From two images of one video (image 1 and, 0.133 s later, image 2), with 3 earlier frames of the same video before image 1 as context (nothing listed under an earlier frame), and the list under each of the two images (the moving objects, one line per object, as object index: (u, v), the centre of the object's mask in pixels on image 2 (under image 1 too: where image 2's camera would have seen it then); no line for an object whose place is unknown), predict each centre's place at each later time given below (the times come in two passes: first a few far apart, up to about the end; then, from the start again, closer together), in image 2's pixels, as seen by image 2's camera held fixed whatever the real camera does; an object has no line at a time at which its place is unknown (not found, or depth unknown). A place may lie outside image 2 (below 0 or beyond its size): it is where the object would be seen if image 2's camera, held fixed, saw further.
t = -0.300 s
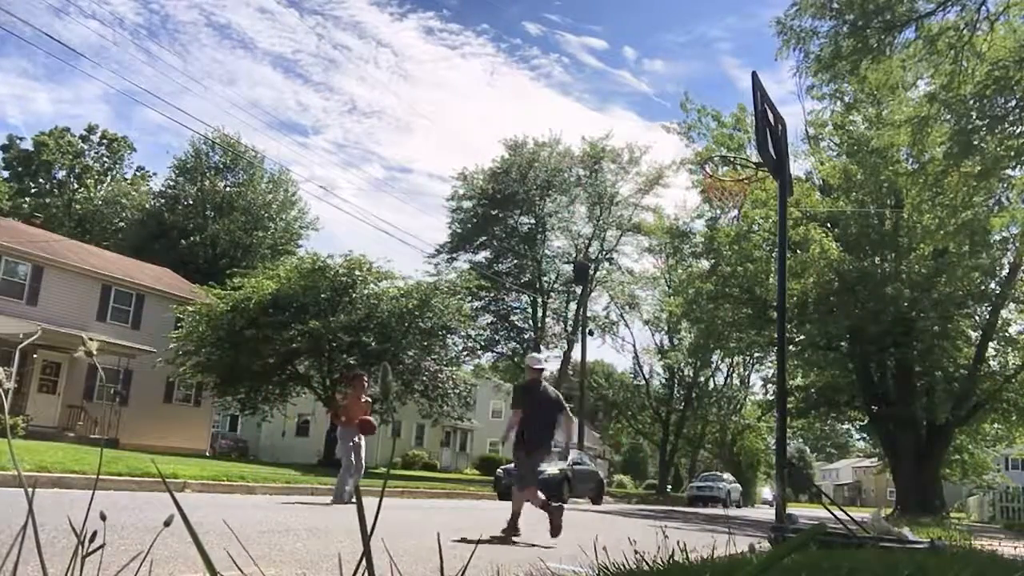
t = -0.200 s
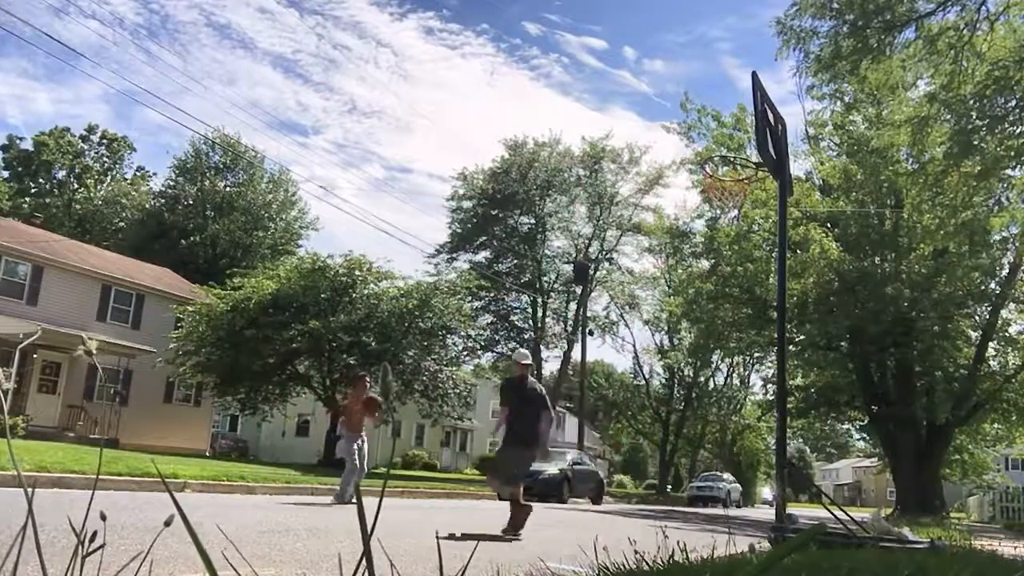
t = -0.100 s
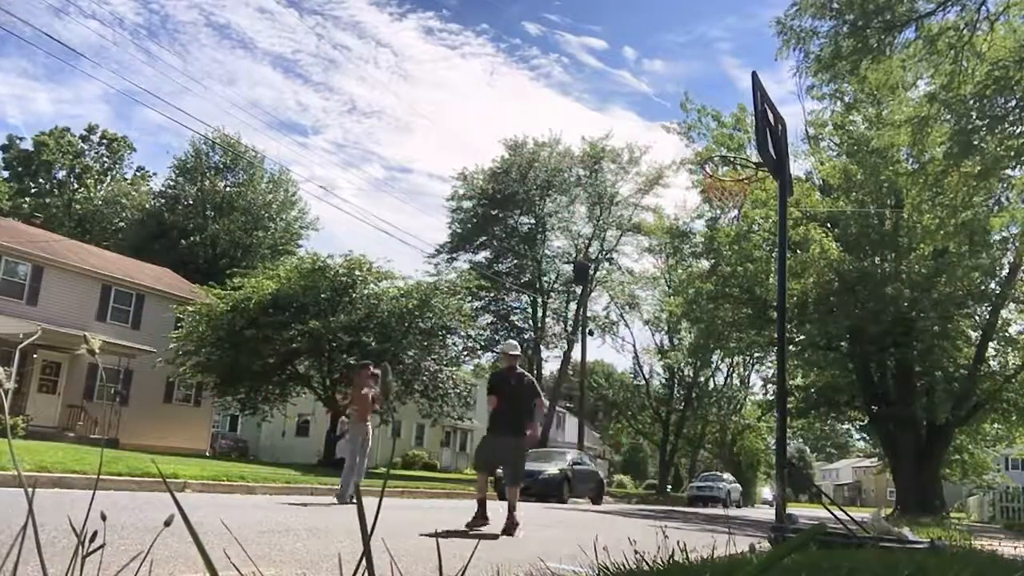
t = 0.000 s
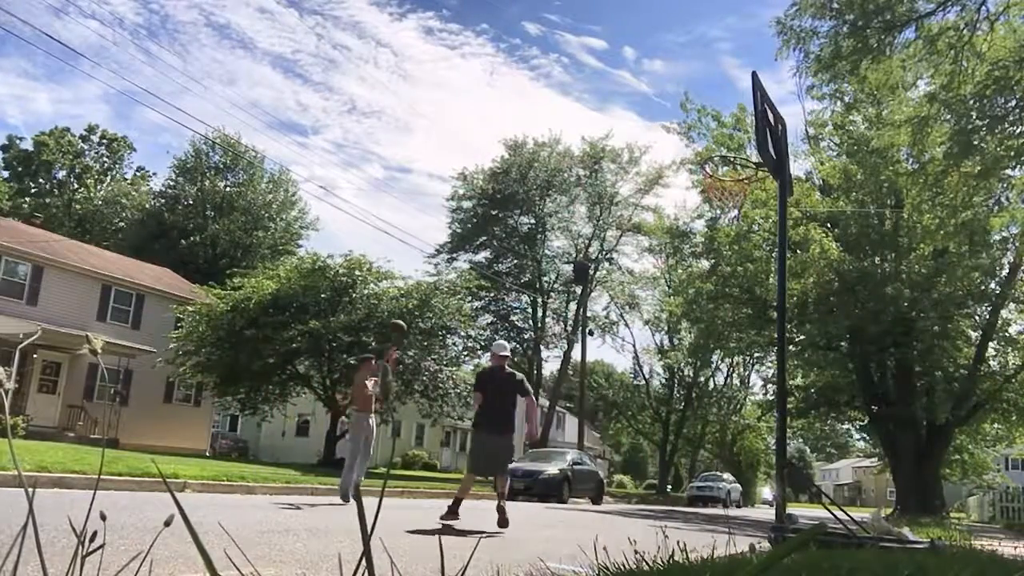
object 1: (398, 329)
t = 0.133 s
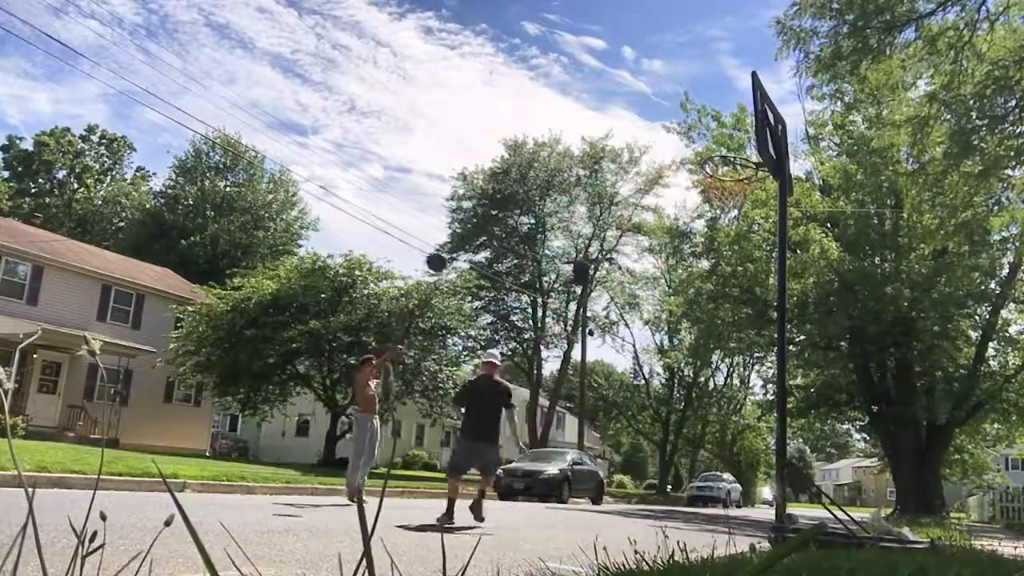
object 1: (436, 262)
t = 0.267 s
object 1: (478, 208)
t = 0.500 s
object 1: (554, 135)
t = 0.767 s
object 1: (653, 107)
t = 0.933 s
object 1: (727, 125)
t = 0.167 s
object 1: (446, 247)
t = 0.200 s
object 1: (454, 233)
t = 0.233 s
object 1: (468, 221)
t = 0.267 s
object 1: (478, 208)
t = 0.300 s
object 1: (488, 191)
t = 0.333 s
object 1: (498, 181)
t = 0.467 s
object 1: (542, 142)
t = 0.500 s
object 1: (554, 135)
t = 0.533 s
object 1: (565, 128)
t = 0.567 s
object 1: (577, 122)
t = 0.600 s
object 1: (590, 117)
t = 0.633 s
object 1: (602, 112)
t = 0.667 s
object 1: (614, 109)
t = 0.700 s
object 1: (627, 108)
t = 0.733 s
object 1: (640, 106)
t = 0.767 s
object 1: (653, 107)
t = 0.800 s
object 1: (667, 108)
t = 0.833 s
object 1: (682, 110)
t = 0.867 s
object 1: (696, 114)
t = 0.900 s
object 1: (711, 119)
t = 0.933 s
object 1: (727, 125)
